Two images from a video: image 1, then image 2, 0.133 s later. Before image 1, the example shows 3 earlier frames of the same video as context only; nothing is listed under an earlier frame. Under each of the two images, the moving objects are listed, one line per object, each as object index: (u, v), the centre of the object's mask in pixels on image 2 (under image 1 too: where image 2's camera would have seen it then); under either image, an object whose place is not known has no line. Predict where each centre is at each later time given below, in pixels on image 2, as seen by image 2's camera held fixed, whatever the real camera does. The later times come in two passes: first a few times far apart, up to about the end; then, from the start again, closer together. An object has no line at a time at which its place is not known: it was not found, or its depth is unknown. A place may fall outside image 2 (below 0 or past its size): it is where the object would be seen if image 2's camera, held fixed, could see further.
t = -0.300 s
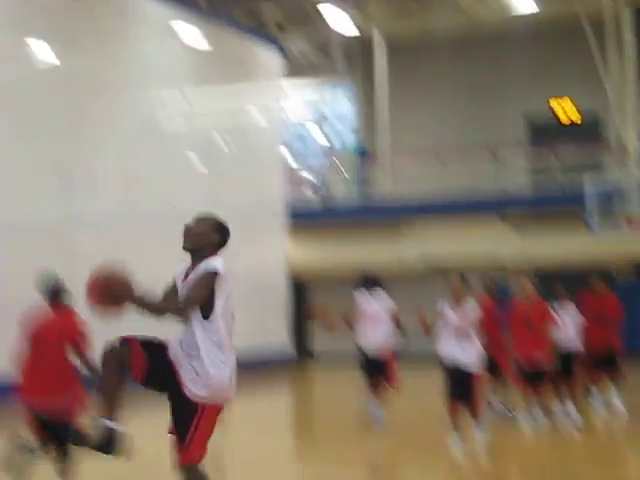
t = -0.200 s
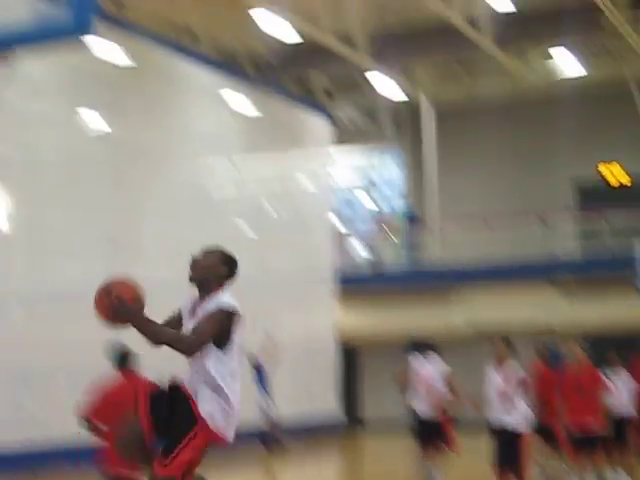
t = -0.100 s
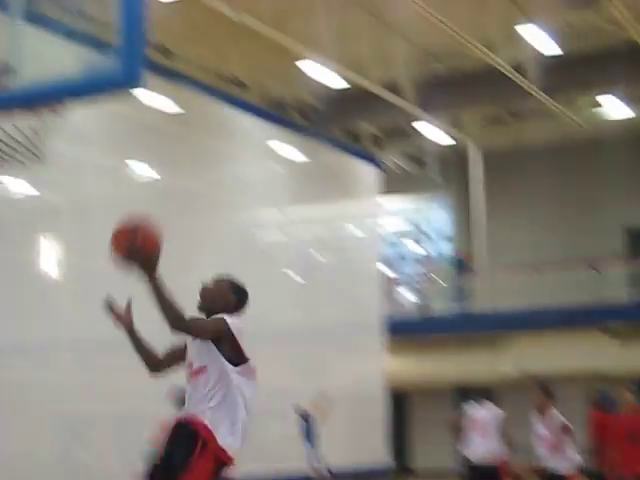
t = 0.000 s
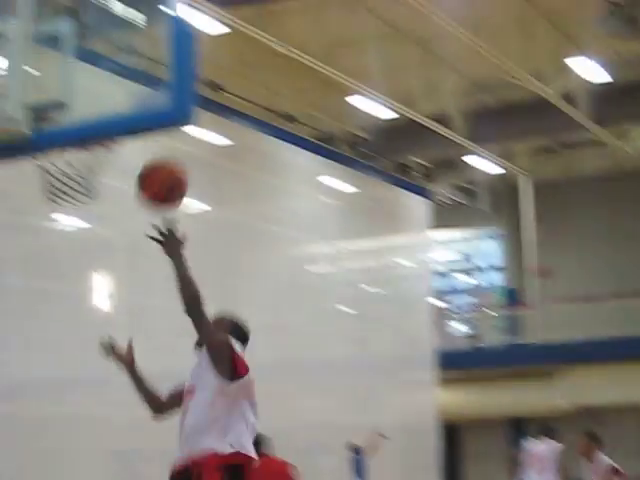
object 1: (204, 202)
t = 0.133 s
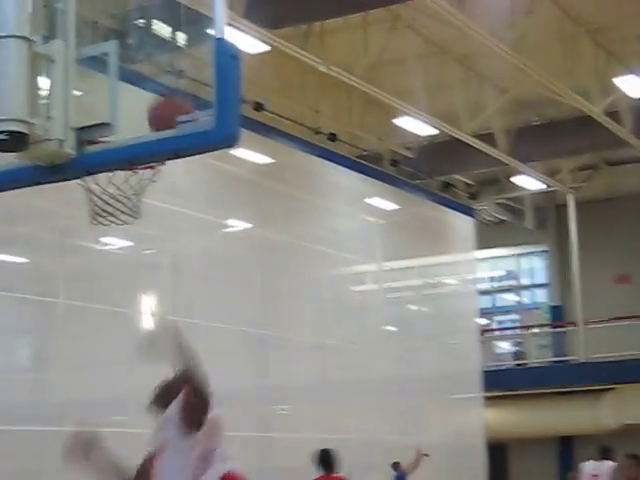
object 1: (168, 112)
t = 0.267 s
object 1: (140, 68)
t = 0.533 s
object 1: (108, 80)
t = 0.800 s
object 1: (100, 202)
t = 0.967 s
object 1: (125, 207)
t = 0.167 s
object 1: (162, 105)
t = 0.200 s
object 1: (155, 88)
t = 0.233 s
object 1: (146, 78)
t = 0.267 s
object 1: (140, 68)
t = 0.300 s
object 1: (136, 62)
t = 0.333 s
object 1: (131, 57)
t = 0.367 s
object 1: (123, 58)
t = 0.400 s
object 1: (122, 59)
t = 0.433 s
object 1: (119, 63)
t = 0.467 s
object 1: (119, 67)
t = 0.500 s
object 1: (115, 69)
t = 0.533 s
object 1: (108, 80)
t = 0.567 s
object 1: (107, 91)
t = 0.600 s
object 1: (103, 103)
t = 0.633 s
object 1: (103, 117)
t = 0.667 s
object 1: (109, 136)
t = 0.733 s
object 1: (100, 186)
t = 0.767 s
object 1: (98, 196)
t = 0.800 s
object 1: (100, 202)
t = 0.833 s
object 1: (107, 205)
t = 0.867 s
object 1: (113, 205)
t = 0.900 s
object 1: (117, 206)
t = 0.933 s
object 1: (121, 205)
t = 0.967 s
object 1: (125, 207)
